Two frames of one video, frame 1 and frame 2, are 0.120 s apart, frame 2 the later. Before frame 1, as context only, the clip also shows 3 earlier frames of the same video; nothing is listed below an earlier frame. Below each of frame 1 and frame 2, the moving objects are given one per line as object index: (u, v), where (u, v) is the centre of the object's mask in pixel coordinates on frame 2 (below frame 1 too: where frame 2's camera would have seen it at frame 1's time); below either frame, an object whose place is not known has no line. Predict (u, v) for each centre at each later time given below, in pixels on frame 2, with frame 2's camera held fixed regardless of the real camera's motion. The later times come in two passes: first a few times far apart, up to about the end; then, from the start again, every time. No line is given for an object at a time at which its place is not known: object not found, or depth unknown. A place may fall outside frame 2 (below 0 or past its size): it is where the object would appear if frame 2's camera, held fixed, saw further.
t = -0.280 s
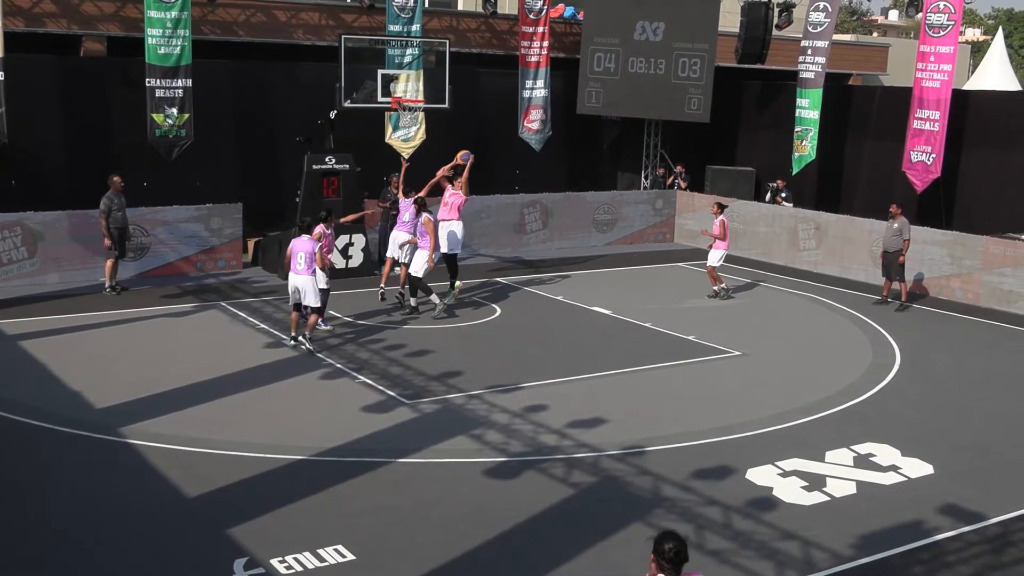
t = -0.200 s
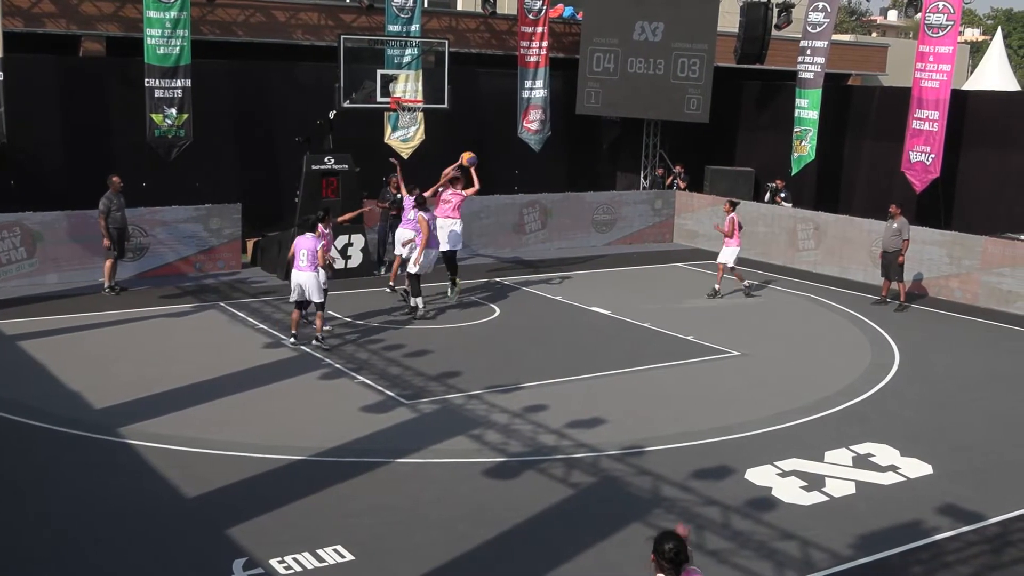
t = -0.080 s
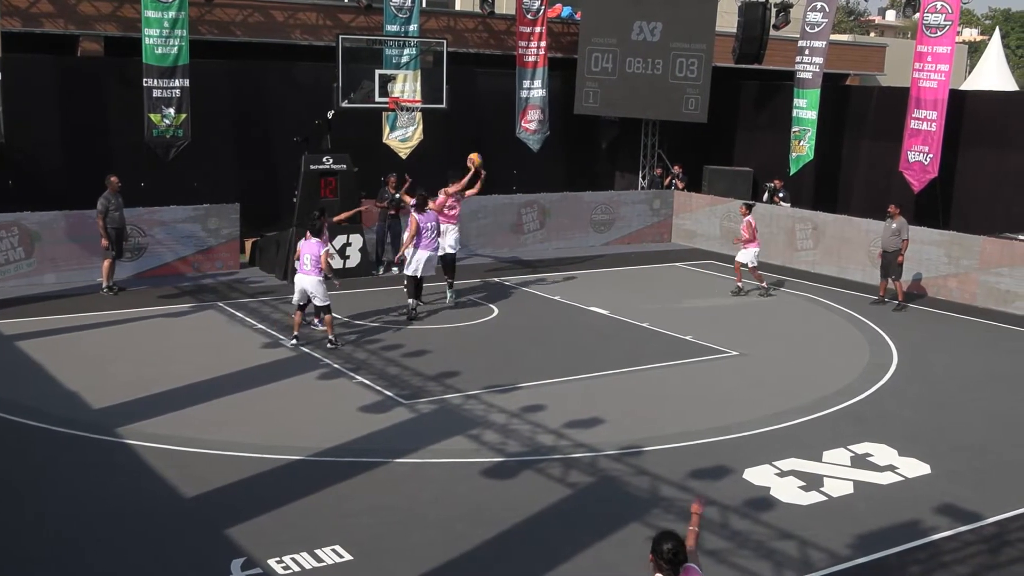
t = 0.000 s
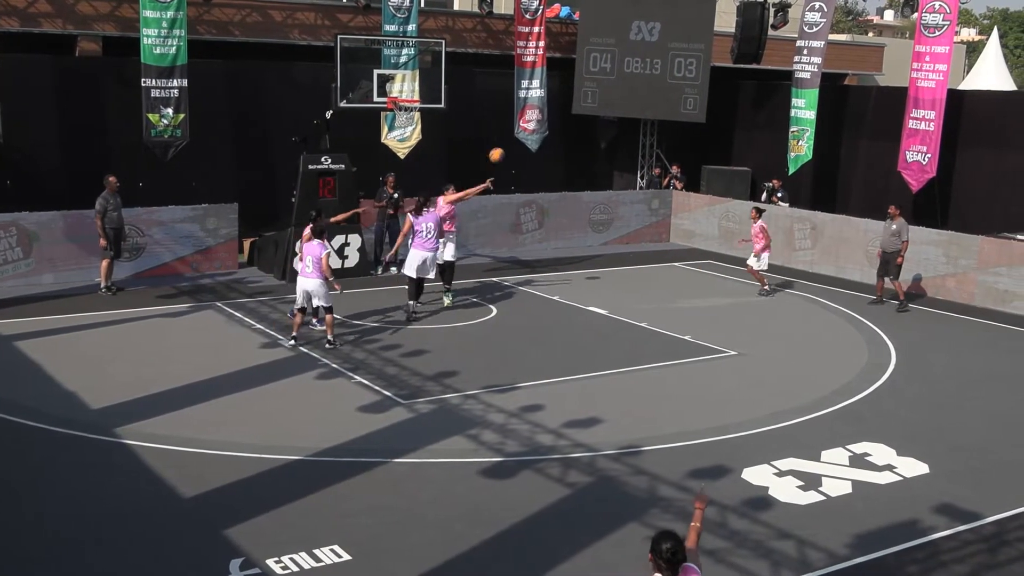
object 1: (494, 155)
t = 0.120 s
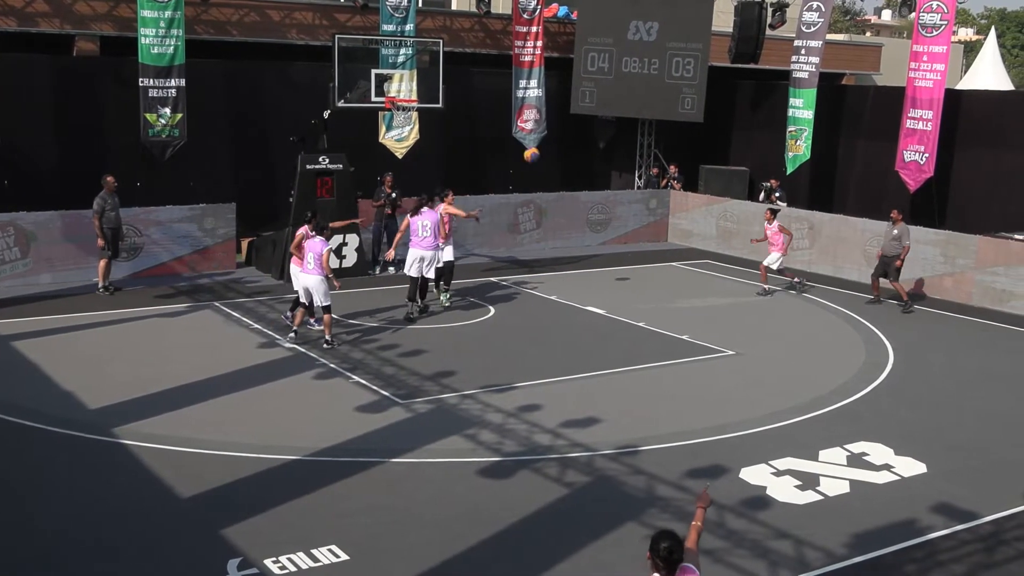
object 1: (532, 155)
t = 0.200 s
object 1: (556, 160)
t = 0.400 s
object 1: (616, 190)
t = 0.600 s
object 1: (673, 245)
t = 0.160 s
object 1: (544, 157)
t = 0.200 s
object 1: (556, 160)
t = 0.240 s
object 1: (568, 164)
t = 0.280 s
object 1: (580, 169)
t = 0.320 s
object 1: (592, 175)
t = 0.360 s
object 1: (603, 182)
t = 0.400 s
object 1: (616, 190)
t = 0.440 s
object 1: (627, 199)
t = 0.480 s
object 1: (638, 209)
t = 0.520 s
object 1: (651, 221)
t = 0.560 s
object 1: (662, 232)
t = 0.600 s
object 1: (673, 245)
